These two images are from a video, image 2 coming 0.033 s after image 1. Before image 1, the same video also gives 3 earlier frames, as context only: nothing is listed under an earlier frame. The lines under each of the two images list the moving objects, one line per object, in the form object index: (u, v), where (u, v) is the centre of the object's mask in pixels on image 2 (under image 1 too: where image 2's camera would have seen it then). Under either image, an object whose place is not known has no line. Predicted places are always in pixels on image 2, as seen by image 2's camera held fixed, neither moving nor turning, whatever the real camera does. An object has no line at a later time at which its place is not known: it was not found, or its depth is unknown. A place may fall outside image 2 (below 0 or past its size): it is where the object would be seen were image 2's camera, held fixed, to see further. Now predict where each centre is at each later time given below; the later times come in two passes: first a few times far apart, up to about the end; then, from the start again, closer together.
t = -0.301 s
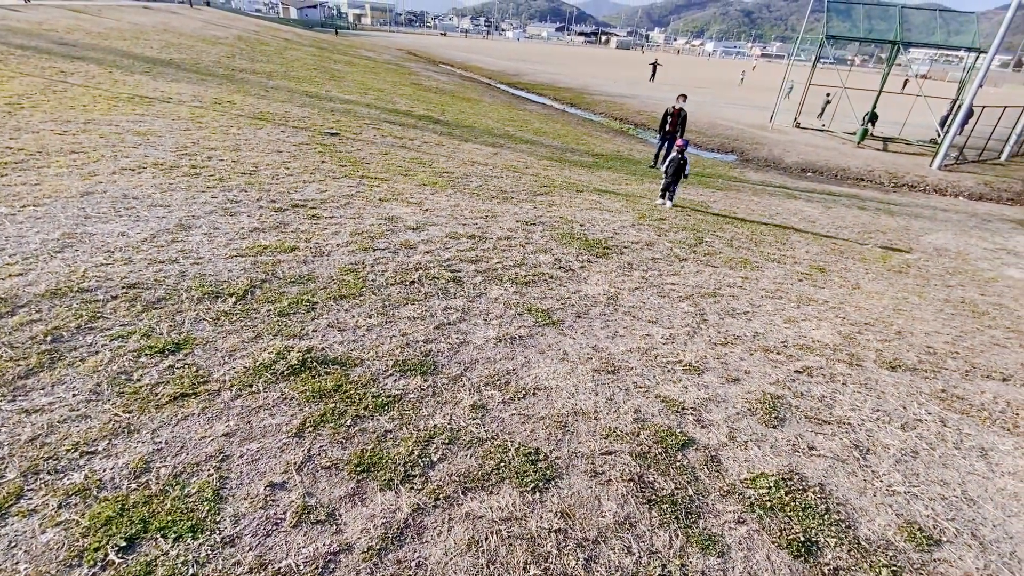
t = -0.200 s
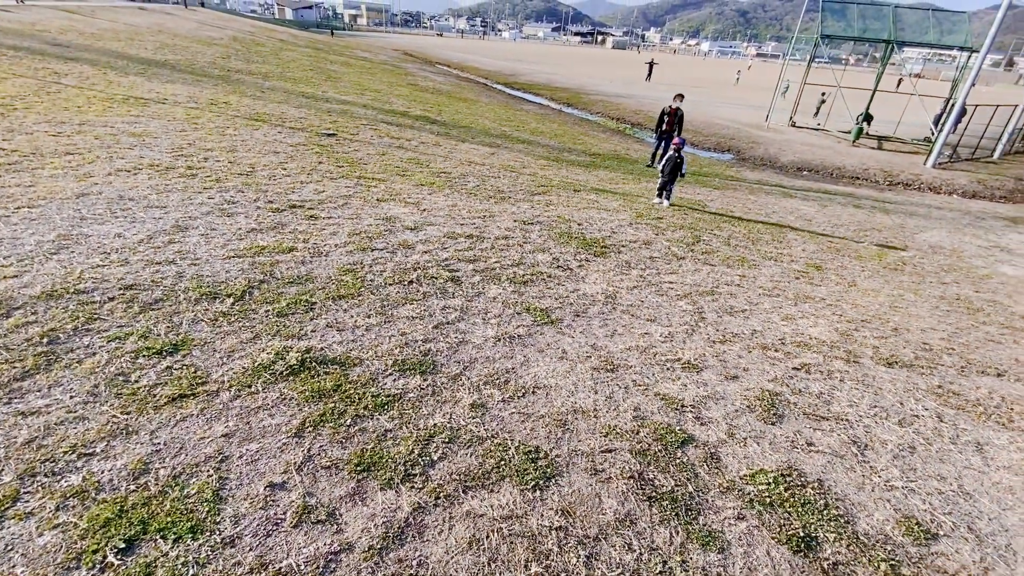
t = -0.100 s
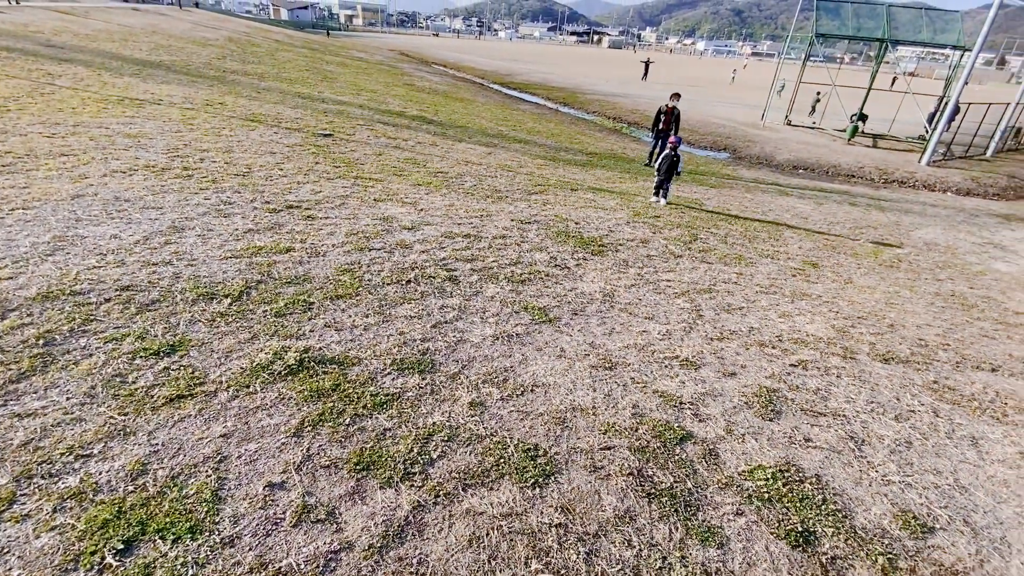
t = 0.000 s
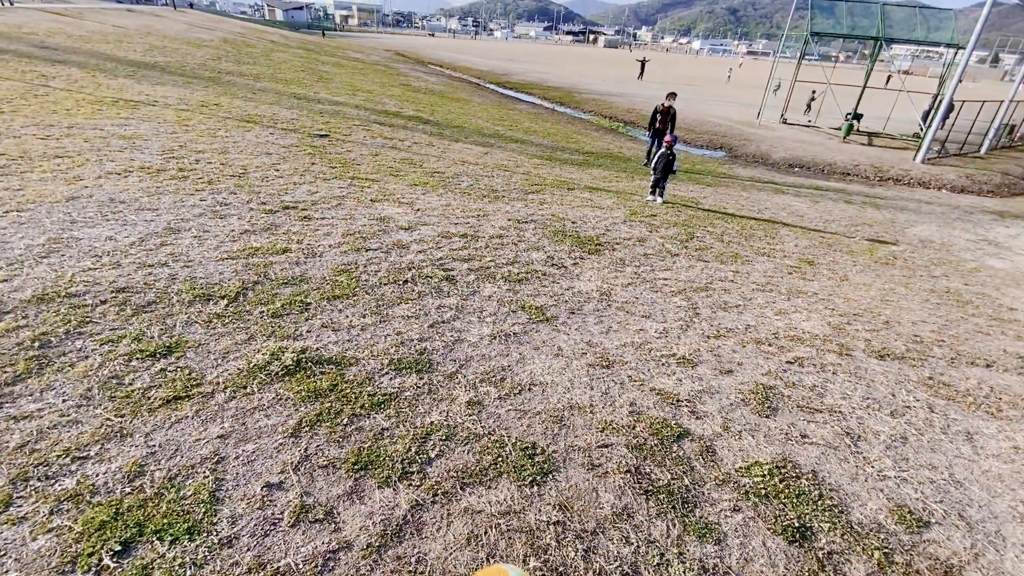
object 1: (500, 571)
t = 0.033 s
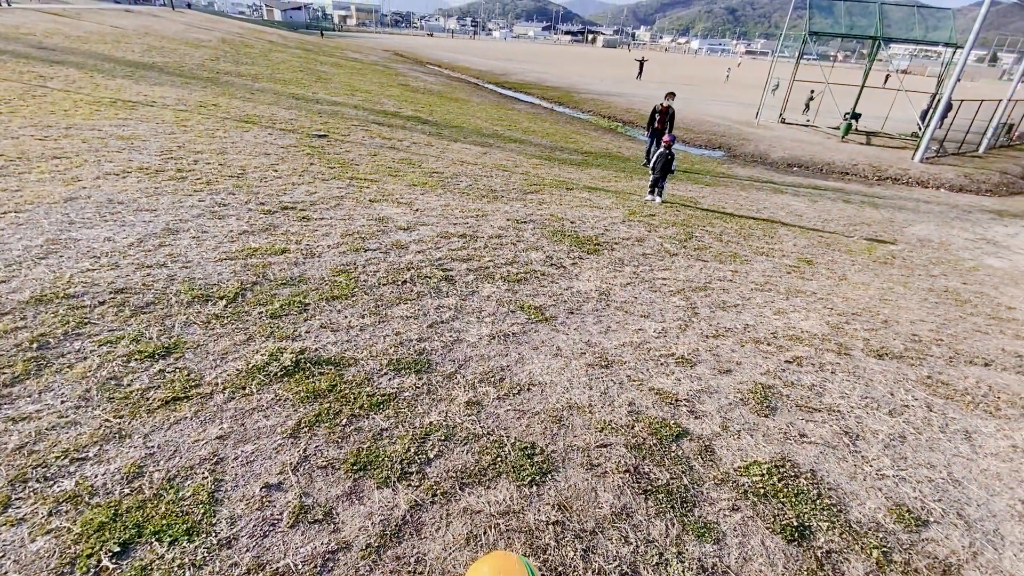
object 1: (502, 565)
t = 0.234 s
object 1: (510, 521)
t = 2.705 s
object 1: (548, 225)
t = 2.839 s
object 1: (556, 222)
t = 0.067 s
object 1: (503, 560)
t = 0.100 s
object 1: (505, 554)
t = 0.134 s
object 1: (506, 548)
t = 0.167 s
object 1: (508, 541)
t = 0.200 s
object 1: (509, 533)
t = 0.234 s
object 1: (510, 521)
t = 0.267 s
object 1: (511, 509)
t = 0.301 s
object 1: (512, 498)
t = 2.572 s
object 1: (541, 231)
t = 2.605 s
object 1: (543, 229)
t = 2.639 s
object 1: (544, 228)
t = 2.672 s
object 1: (546, 226)
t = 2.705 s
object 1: (548, 225)
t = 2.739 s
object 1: (550, 225)
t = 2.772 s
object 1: (552, 224)
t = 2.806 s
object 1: (554, 223)
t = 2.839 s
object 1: (556, 222)
